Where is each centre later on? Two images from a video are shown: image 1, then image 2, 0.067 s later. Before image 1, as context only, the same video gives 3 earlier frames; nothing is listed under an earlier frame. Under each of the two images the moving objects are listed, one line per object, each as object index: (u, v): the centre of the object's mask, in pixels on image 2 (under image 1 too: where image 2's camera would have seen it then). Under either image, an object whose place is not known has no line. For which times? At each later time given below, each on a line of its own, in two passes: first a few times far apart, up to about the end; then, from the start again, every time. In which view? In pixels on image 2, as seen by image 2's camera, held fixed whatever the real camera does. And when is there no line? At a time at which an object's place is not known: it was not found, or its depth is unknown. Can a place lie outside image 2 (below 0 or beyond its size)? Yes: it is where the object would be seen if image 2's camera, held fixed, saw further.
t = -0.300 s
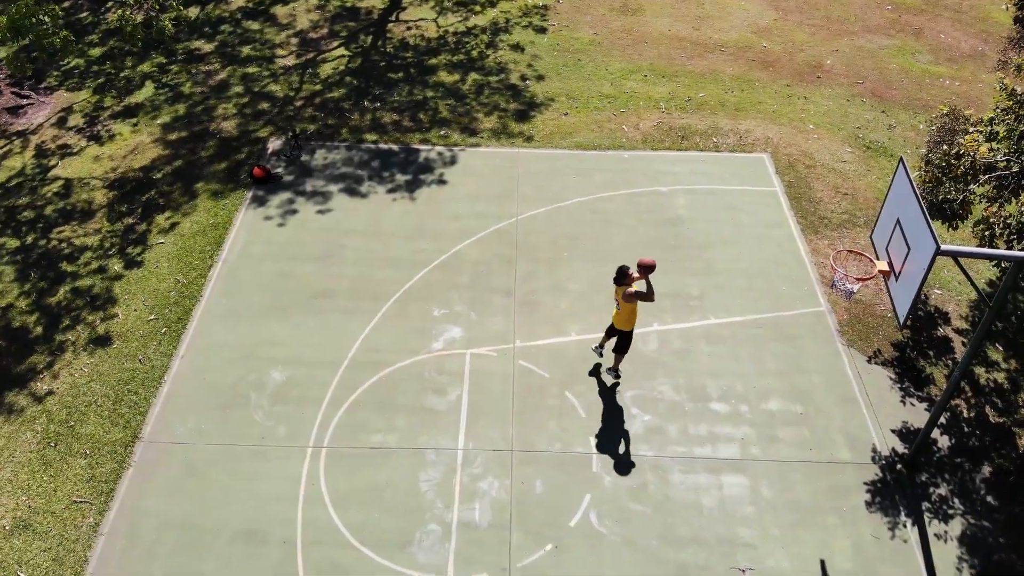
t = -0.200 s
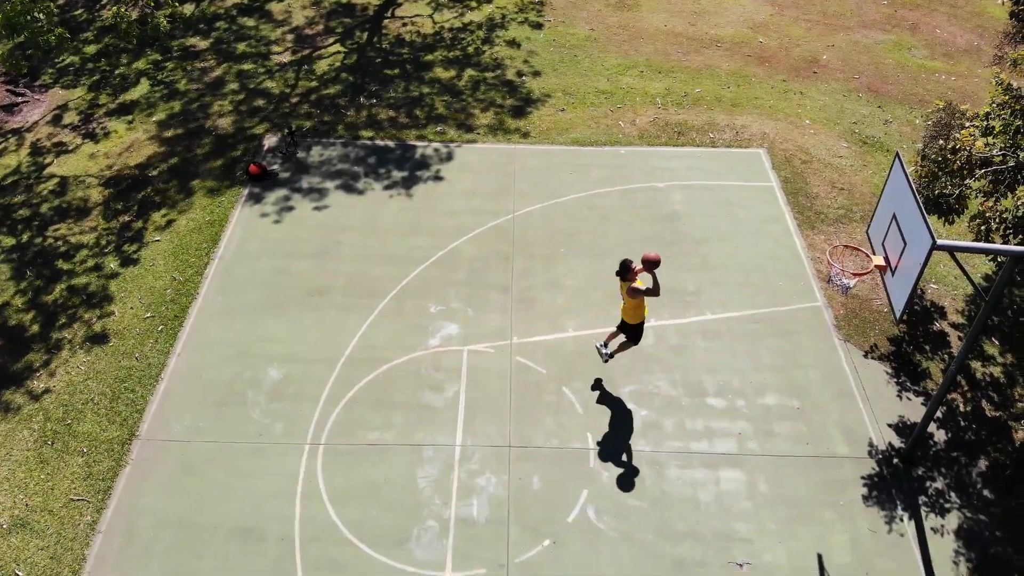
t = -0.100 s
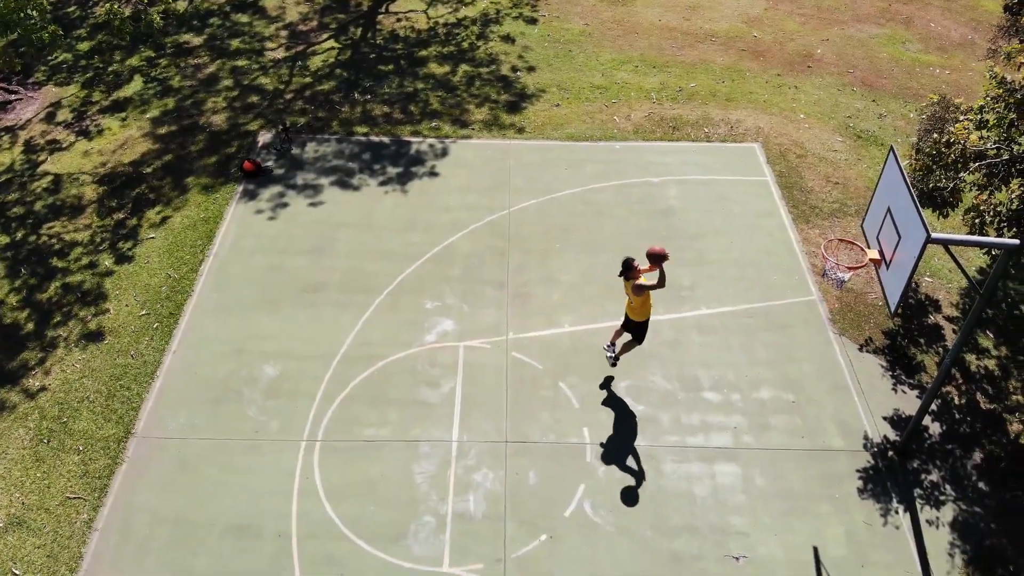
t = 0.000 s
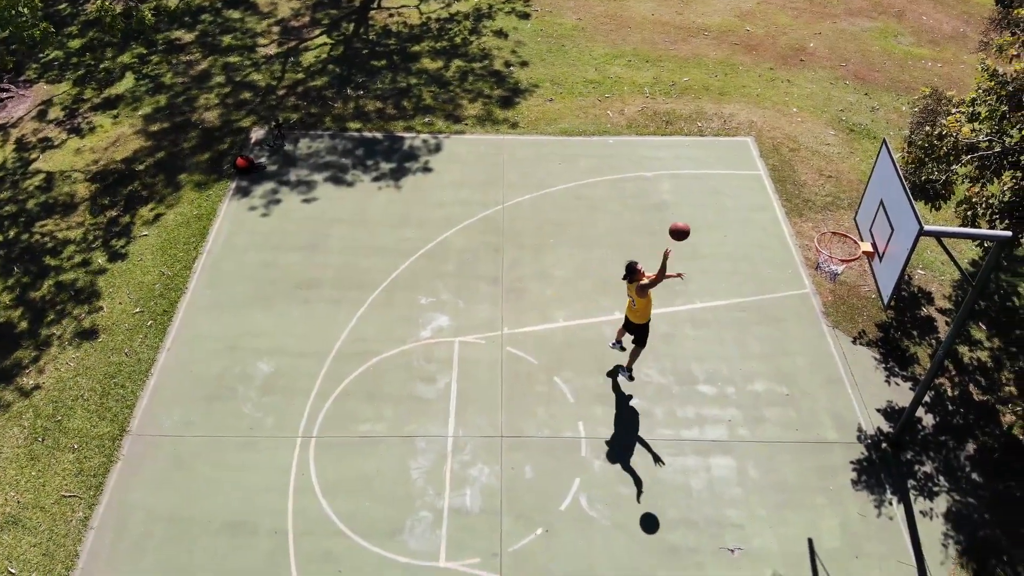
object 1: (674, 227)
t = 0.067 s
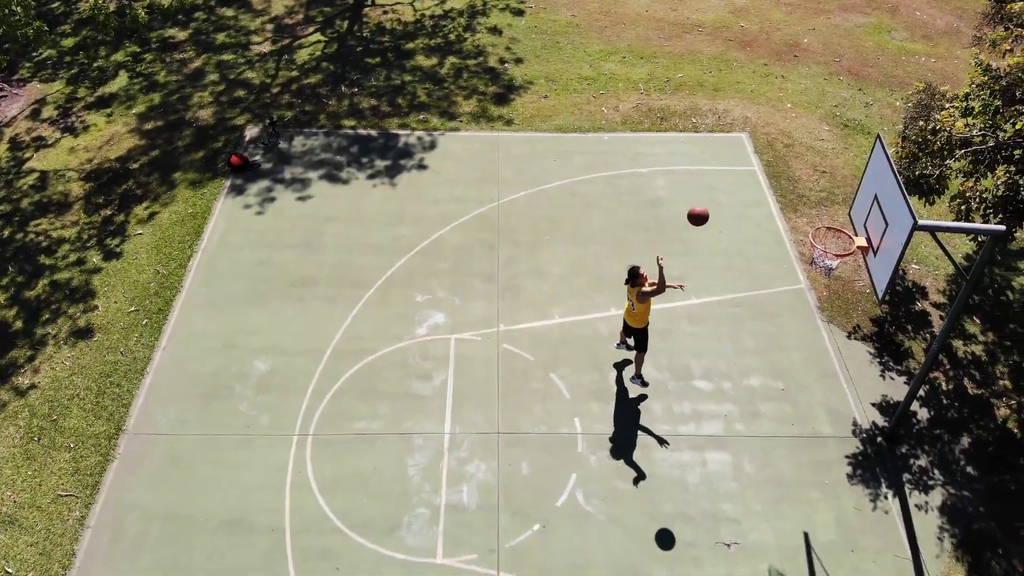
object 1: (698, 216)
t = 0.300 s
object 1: (782, 197)
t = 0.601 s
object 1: (852, 229)
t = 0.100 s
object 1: (710, 211)
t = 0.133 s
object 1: (722, 207)
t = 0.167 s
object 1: (734, 204)
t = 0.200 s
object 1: (746, 201)
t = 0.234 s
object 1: (758, 199)
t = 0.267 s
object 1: (770, 198)
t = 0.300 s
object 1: (782, 197)
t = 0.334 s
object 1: (793, 197)
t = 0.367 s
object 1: (805, 199)
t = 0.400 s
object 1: (816, 201)
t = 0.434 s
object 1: (827, 204)
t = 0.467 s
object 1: (839, 208)
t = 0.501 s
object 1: (850, 213)
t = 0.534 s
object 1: (861, 220)
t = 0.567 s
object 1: (863, 225)
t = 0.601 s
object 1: (852, 229)
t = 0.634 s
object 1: (840, 234)
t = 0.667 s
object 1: (827, 236)
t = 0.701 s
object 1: (822, 242)
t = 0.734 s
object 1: (819, 243)
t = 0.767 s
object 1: (817, 246)
